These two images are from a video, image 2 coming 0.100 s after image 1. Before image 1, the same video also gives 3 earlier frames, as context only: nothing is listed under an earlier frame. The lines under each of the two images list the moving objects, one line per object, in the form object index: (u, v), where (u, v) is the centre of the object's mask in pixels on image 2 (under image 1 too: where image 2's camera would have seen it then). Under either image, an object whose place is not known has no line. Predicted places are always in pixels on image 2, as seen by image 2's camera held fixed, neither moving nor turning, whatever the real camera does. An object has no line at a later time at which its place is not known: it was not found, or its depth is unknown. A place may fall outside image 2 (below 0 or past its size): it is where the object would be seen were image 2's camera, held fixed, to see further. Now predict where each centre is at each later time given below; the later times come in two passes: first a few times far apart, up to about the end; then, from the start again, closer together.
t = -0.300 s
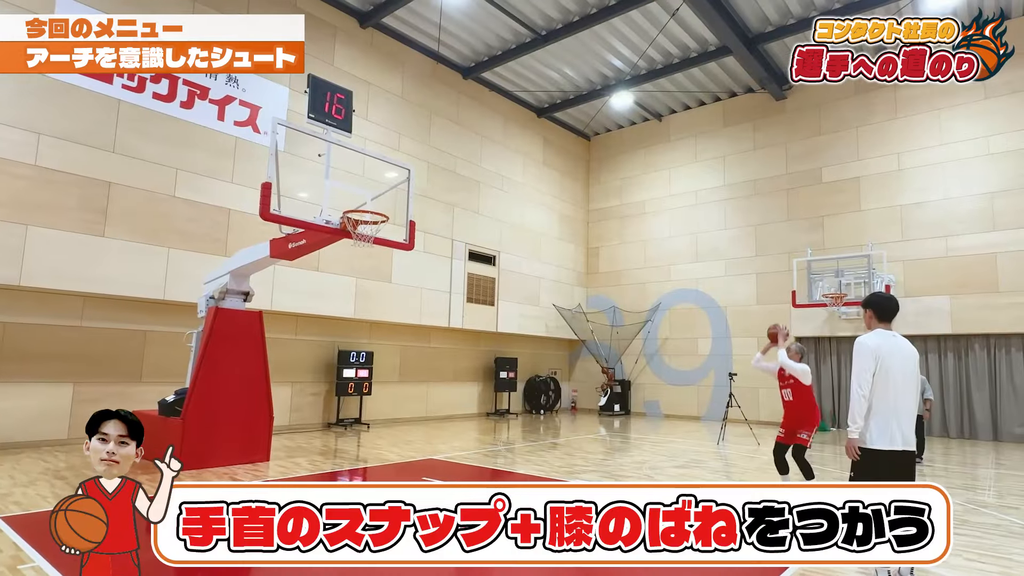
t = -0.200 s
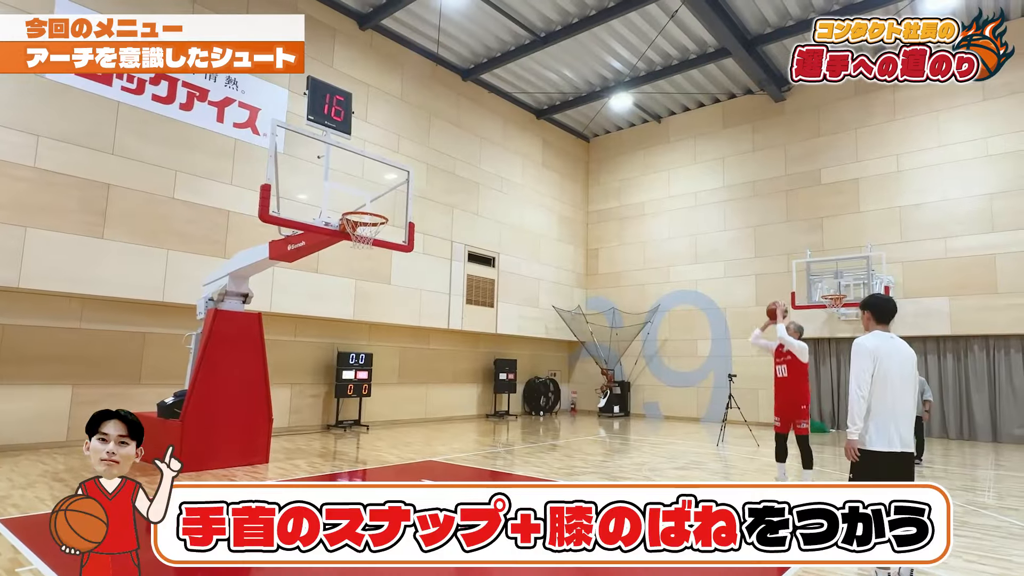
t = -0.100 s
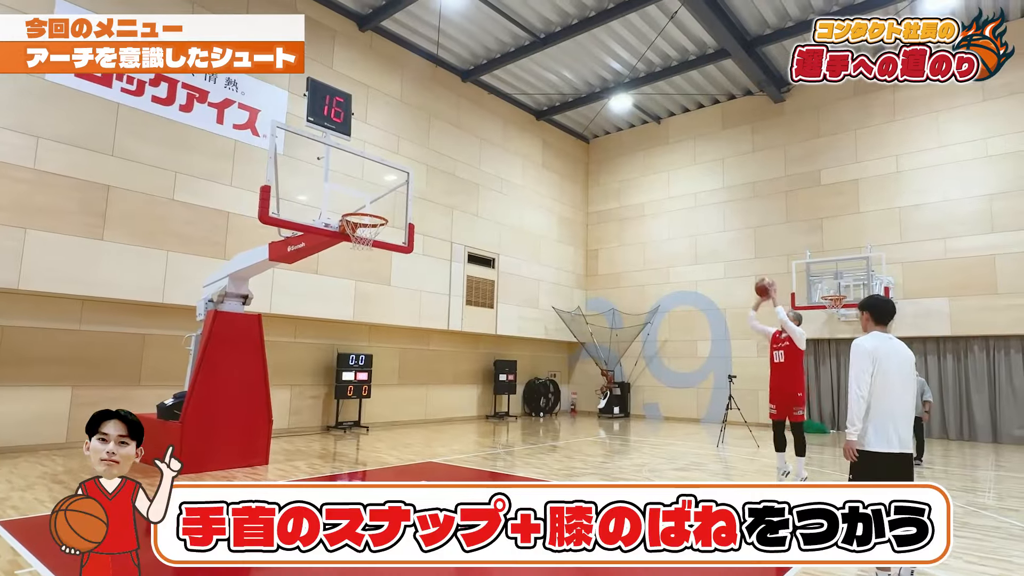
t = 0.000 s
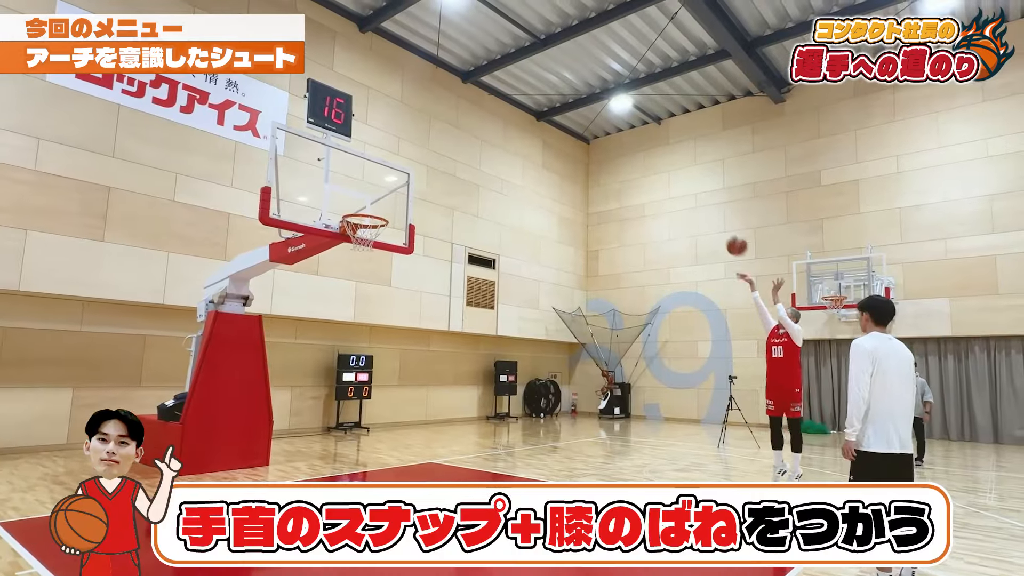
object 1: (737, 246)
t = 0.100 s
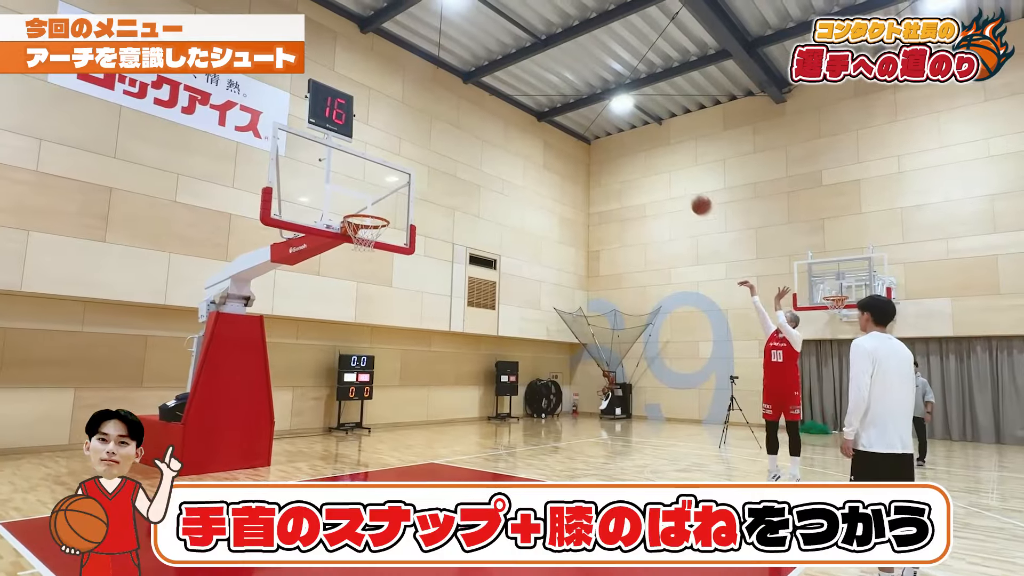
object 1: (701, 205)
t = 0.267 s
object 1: (641, 156)
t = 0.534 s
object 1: (547, 125)
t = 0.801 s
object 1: (453, 150)
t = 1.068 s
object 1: (361, 216)
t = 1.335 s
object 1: (402, 179)
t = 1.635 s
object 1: (459, 205)
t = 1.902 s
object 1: (509, 299)
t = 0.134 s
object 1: (689, 193)
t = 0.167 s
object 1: (677, 183)
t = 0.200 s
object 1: (665, 173)
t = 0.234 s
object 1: (653, 164)
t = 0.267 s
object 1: (641, 156)
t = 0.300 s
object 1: (629, 149)
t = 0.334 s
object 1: (618, 144)
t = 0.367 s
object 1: (606, 138)
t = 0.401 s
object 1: (595, 133)
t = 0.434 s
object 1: (583, 131)
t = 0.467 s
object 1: (571, 128)
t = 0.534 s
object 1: (547, 125)
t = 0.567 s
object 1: (536, 125)
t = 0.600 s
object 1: (524, 126)
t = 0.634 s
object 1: (512, 128)
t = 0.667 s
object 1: (500, 130)
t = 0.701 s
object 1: (488, 134)
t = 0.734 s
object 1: (477, 138)
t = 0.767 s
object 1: (465, 143)
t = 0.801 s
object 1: (453, 150)
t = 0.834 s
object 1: (441, 157)
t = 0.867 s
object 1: (429, 165)
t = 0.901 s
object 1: (417, 174)
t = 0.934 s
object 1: (405, 184)
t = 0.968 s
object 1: (392, 194)
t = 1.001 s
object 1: (379, 206)
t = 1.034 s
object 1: (366, 218)
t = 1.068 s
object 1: (361, 216)
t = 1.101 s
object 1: (355, 209)
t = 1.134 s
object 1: (362, 204)
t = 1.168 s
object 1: (369, 198)
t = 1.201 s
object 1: (376, 192)
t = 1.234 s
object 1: (382, 187)
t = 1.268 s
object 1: (389, 183)
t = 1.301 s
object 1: (395, 181)
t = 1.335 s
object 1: (402, 179)
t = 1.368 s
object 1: (408, 178)
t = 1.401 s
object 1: (415, 178)
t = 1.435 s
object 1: (421, 178)
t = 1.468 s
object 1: (428, 180)
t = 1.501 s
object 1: (434, 183)
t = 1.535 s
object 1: (440, 187)
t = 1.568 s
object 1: (446, 192)
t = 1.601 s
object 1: (453, 198)
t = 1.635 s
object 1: (459, 205)
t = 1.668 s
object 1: (465, 213)
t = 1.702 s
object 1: (471, 222)
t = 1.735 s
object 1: (478, 232)
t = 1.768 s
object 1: (484, 243)
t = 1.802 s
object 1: (490, 256)
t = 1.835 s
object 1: (497, 268)
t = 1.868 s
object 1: (503, 283)
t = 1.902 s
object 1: (509, 299)
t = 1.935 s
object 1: (515, 316)
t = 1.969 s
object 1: (521, 334)
